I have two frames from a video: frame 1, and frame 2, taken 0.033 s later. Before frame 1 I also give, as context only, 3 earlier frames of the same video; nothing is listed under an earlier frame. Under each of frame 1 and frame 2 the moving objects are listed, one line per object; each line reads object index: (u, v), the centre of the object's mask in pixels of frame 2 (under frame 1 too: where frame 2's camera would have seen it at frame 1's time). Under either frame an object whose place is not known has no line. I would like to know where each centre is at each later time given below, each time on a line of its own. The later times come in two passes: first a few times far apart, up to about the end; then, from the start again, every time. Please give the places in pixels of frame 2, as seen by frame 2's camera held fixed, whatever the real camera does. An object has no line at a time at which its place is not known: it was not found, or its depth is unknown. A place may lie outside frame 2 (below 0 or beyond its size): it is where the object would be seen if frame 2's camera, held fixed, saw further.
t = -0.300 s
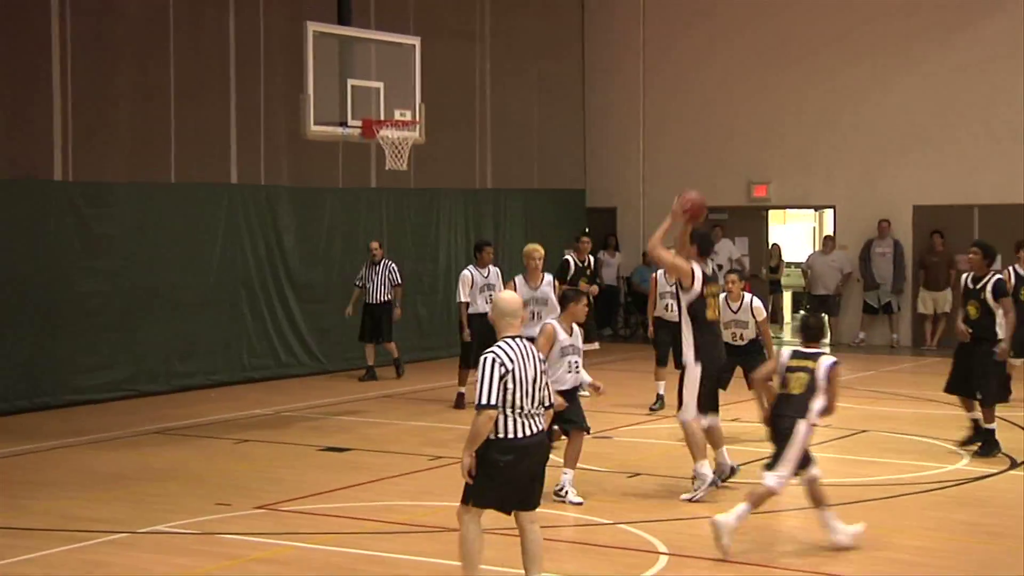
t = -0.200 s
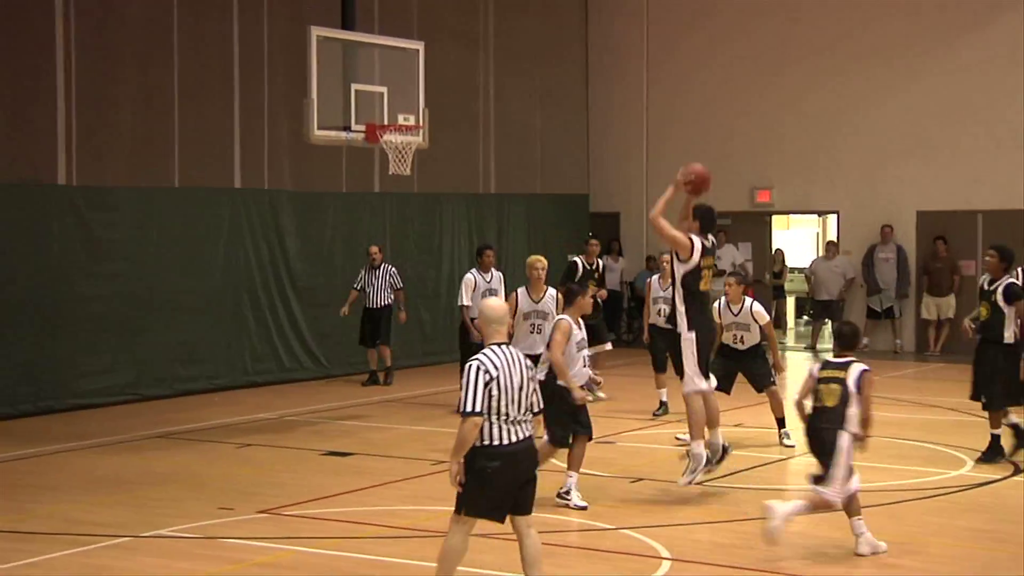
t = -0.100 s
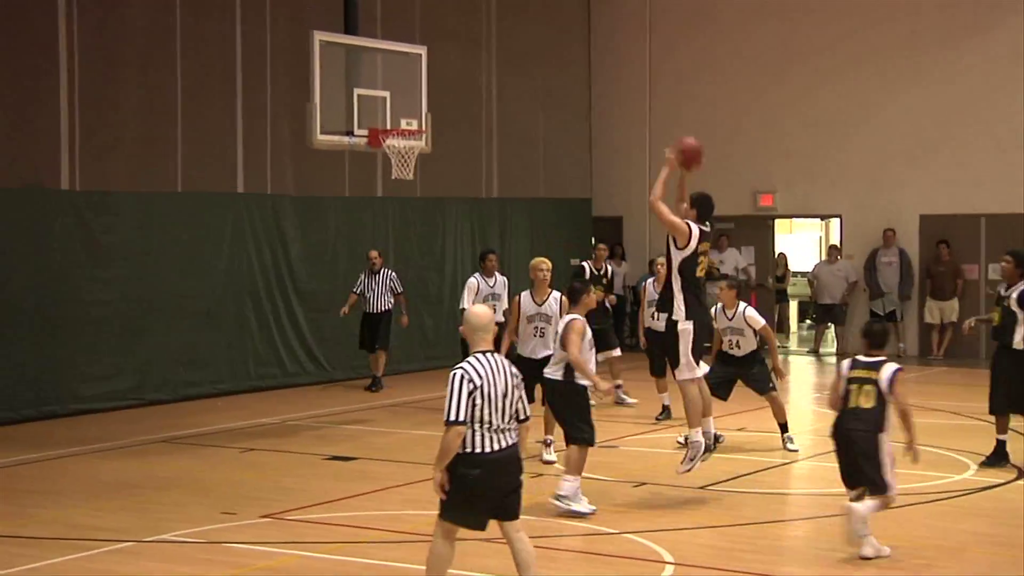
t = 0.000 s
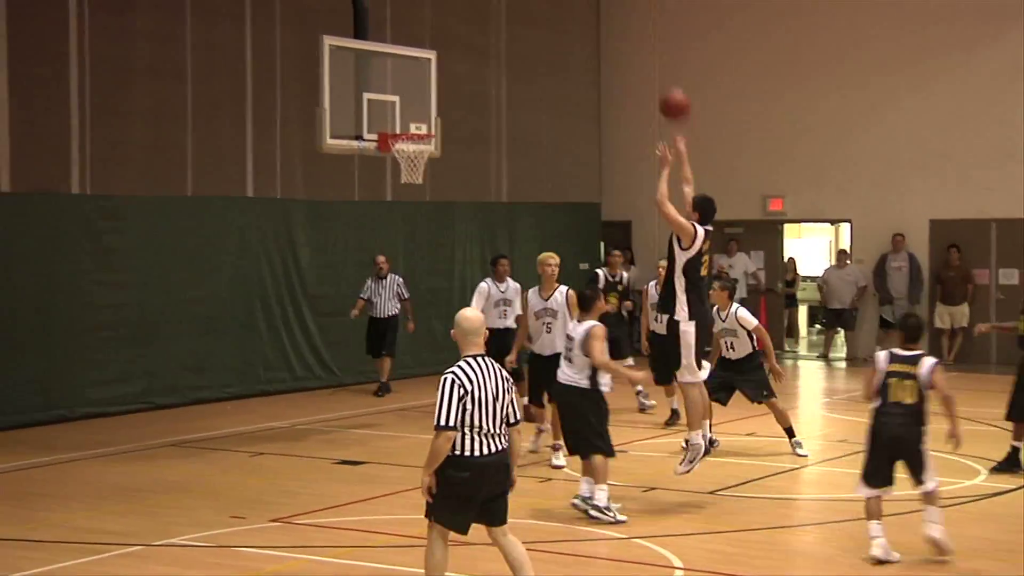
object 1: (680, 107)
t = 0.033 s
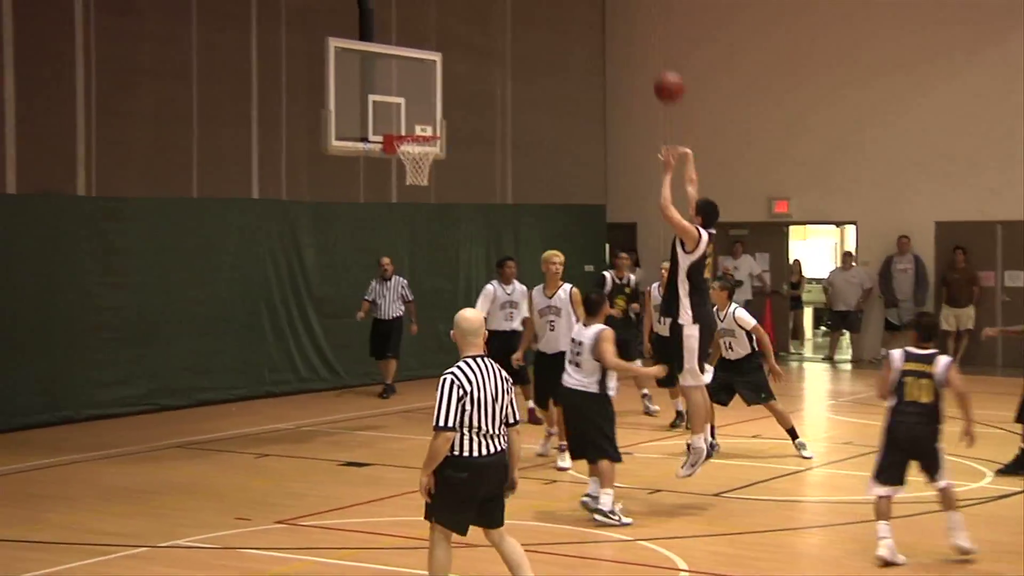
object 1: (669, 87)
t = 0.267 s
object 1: (598, -2)
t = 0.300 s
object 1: (588, -9)
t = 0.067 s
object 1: (658, 70)
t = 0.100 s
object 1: (647, 54)
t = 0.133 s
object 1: (636, 40)
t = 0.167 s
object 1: (626, 27)
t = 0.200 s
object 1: (617, 16)
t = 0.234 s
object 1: (607, 6)
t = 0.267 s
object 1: (598, -2)
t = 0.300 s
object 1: (588, -9)
